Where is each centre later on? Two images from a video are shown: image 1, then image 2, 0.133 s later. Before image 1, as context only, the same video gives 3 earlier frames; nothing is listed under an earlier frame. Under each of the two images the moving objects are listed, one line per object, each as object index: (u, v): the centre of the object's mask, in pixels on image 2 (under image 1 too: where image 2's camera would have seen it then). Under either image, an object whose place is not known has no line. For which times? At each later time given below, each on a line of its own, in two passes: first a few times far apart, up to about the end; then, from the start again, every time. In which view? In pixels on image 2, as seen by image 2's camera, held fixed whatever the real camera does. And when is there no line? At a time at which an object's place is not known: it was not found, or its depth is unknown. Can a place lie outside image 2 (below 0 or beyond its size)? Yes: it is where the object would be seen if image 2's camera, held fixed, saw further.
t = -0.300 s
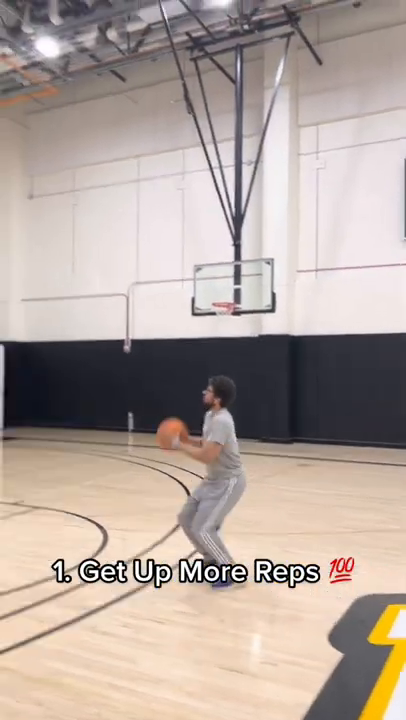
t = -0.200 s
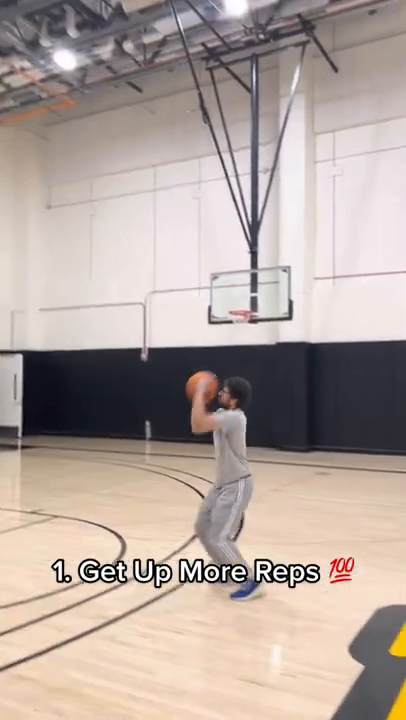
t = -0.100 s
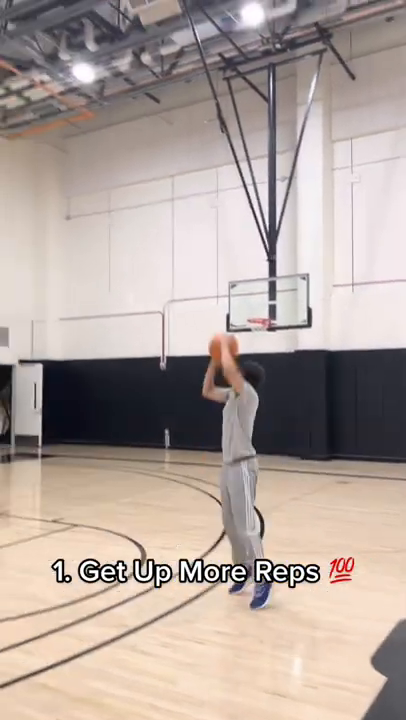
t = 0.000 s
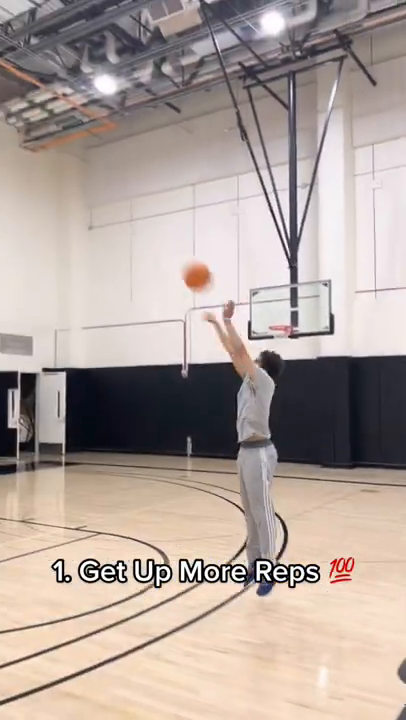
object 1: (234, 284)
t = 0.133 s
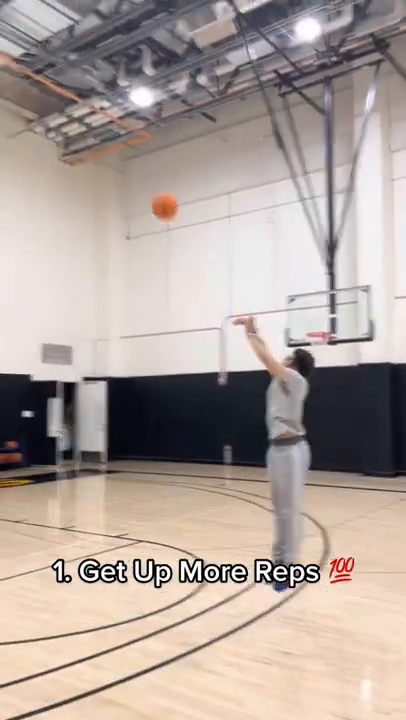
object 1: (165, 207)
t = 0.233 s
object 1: (120, 166)
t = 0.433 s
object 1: (46, 128)
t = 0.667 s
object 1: (-23, 130)
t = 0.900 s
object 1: (-82, 173)
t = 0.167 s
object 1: (149, 191)
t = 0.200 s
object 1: (134, 178)
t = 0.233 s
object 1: (120, 166)
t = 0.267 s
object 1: (106, 157)
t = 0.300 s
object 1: (93, 149)
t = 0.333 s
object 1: (80, 143)
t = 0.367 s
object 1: (68, 136)
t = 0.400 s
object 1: (57, 132)
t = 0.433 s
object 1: (46, 128)
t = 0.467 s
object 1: (35, 125)
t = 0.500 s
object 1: (25, 123)
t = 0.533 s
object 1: (15, 124)
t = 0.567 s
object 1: (4, 124)
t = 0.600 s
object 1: (-6, 125)
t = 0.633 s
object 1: (-15, 127)
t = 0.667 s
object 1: (-23, 130)
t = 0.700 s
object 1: (-33, 134)
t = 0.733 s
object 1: (-41, 139)
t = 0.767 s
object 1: (-49, 144)
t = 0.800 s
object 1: (-58, 151)
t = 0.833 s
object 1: (-66, 158)
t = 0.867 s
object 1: (-74, 164)
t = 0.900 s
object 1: (-82, 173)
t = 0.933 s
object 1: (-90, 182)
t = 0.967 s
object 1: (-98, 192)
